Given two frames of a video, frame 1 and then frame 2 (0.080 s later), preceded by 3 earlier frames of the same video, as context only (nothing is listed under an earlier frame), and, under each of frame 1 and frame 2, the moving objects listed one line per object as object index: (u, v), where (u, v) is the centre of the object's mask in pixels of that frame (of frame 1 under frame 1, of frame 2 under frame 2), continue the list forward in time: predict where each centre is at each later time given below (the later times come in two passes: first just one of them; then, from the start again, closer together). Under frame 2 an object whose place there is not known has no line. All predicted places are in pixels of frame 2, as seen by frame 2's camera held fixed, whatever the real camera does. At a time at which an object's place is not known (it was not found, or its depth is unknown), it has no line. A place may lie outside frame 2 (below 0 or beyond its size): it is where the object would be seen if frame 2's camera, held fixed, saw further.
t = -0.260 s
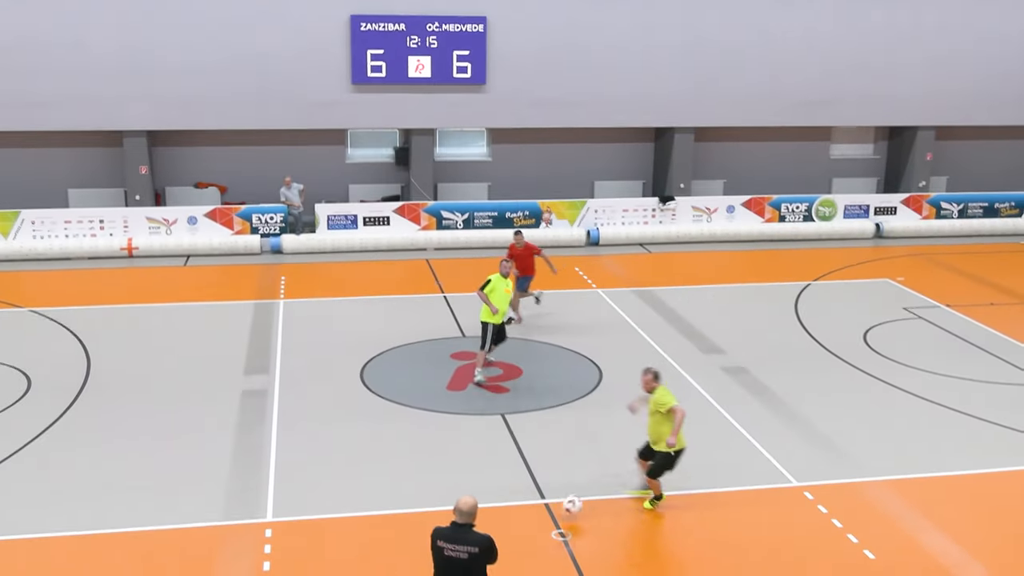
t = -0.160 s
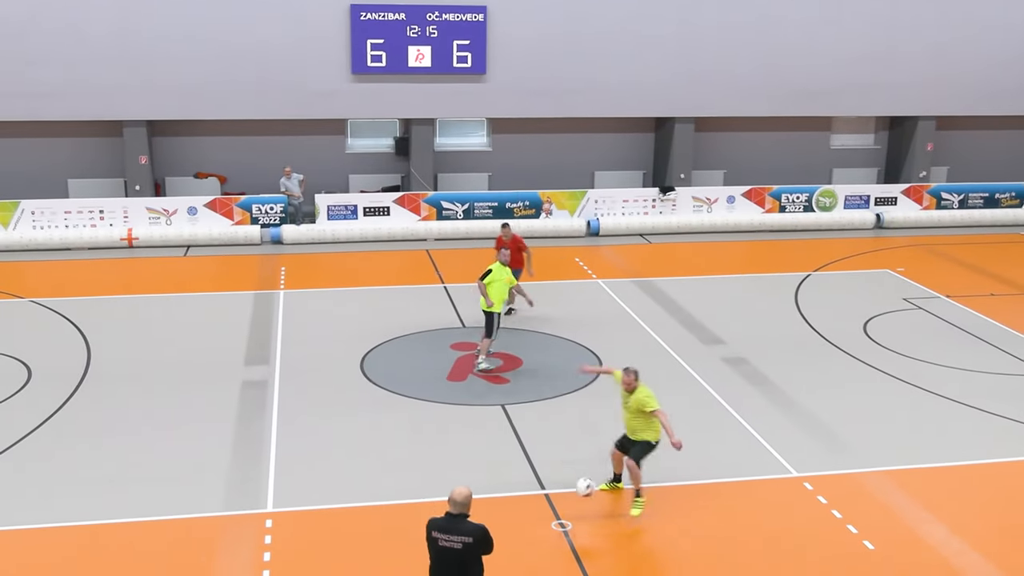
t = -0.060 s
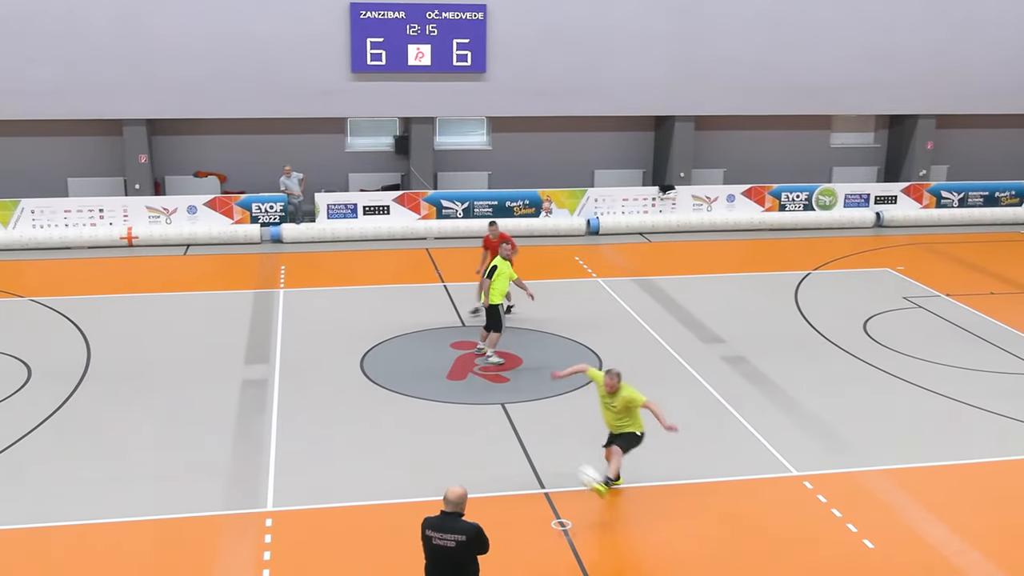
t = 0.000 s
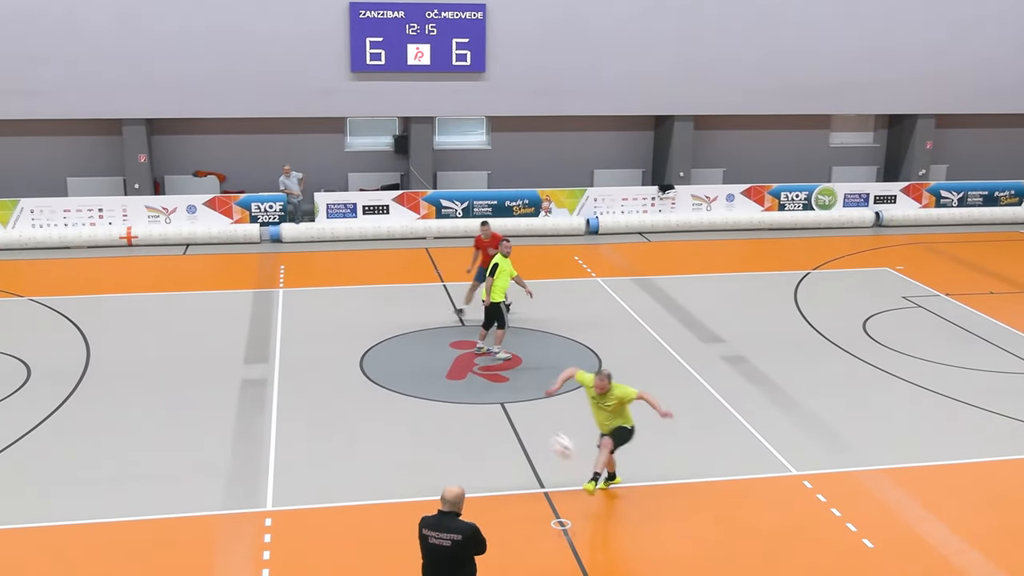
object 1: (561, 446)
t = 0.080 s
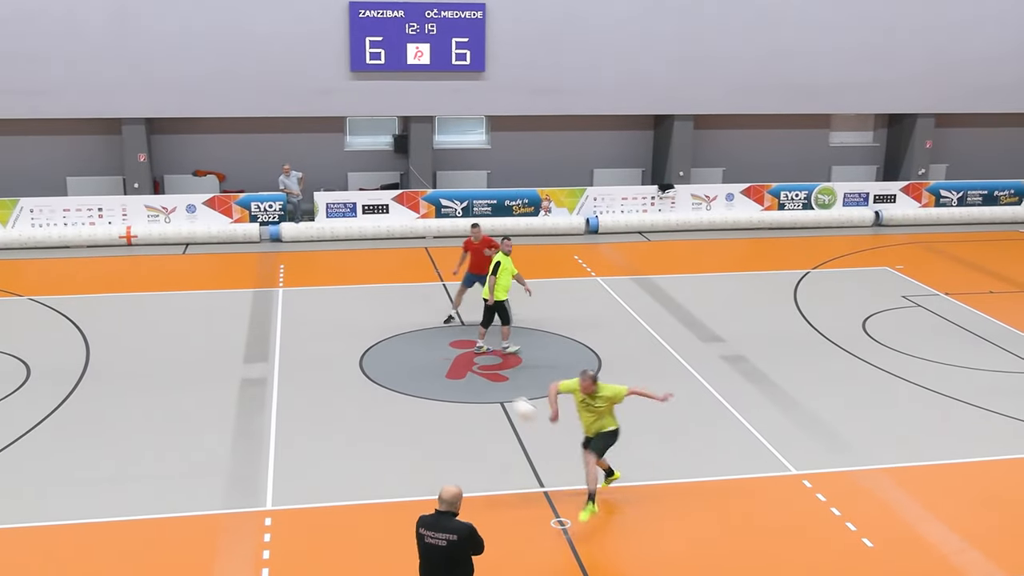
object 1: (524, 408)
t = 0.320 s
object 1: (416, 337)
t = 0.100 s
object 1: (514, 400)
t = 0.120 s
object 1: (505, 392)
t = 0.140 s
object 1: (496, 385)
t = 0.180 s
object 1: (478, 371)
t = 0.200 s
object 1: (468, 365)
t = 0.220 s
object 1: (460, 360)
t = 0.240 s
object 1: (451, 354)
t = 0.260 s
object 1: (443, 349)
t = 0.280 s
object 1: (434, 345)
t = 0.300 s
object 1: (425, 341)
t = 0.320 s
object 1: (416, 337)
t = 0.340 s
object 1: (407, 334)
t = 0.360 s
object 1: (398, 331)
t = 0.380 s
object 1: (390, 328)
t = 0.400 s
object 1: (382, 325)
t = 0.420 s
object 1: (373, 323)
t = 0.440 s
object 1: (366, 322)
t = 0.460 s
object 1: (357, 321)
